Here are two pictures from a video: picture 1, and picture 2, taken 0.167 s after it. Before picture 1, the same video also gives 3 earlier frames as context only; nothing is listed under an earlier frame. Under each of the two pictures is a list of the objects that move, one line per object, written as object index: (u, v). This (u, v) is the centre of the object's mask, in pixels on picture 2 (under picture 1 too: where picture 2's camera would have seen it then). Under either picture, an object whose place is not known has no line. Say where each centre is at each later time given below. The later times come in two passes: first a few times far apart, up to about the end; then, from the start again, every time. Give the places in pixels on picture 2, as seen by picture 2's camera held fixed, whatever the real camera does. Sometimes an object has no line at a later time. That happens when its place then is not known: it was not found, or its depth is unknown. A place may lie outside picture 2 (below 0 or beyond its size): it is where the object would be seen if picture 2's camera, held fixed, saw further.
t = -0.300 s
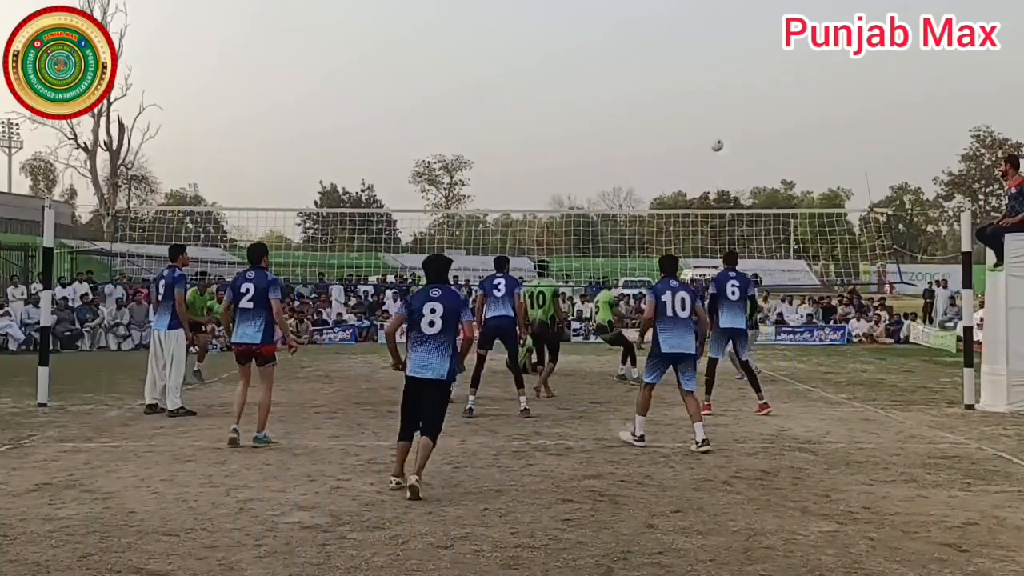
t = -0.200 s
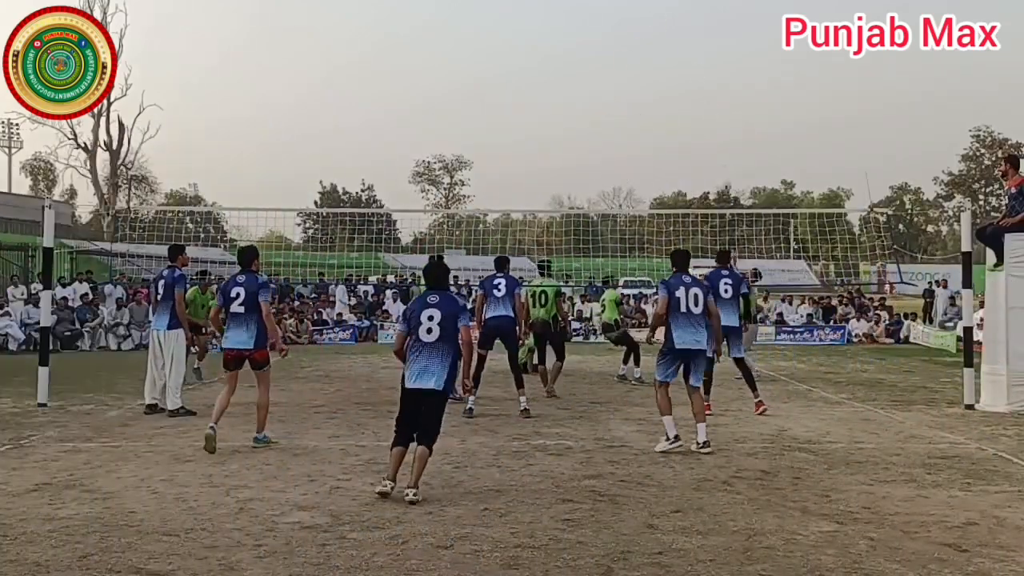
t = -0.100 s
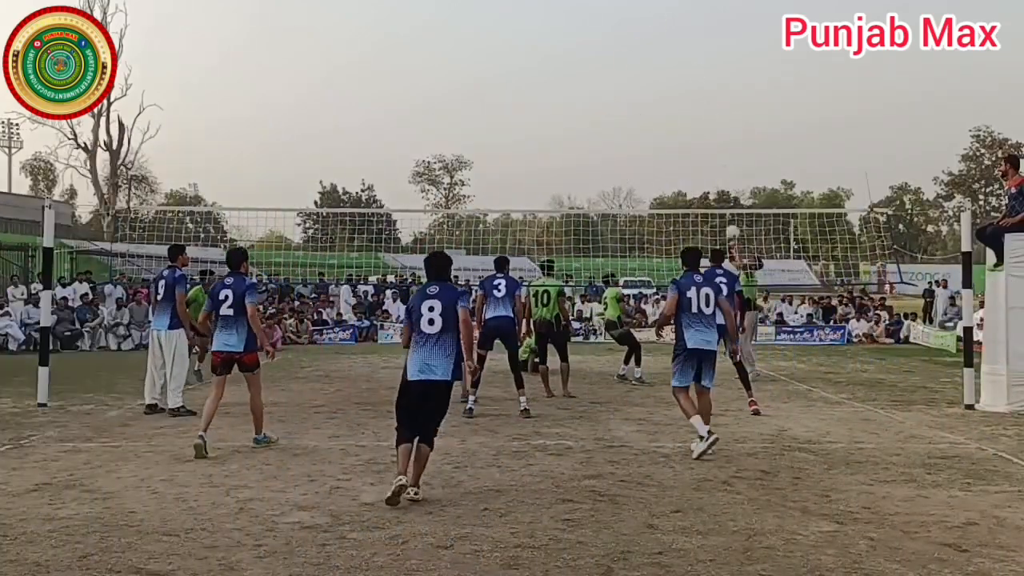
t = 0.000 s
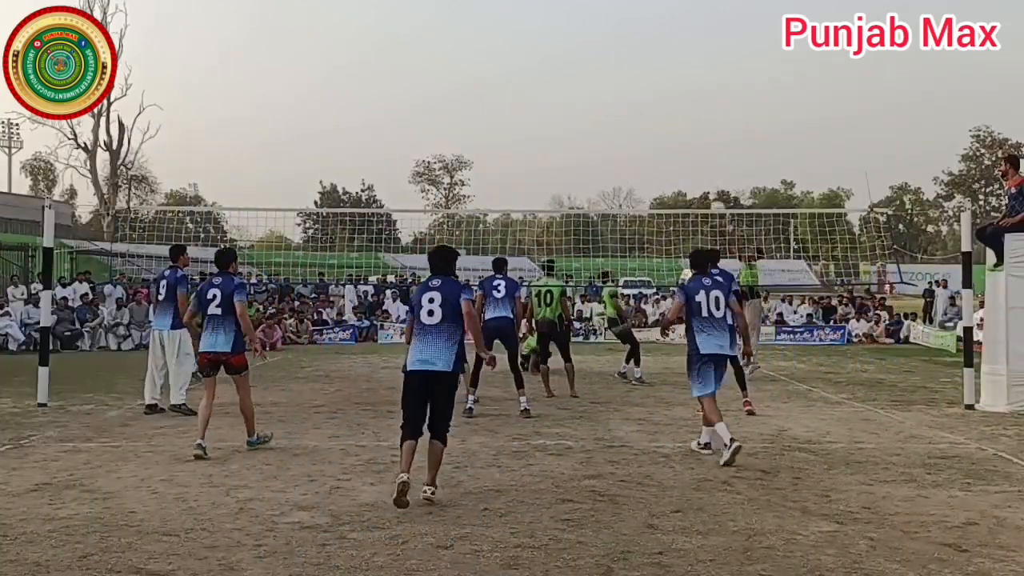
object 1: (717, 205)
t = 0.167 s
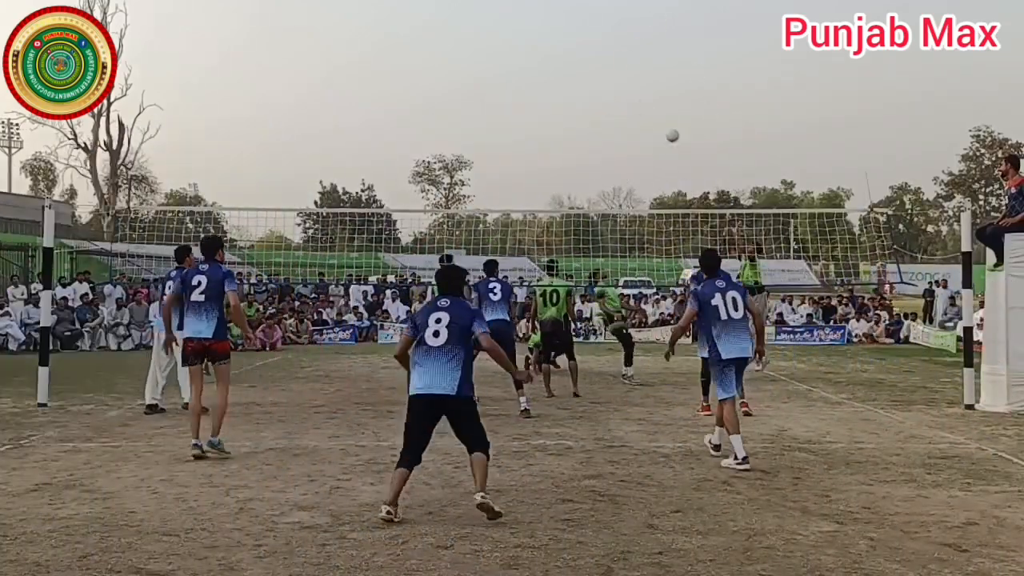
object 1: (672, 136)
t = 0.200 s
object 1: (663, 123)
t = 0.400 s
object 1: (611, 64)
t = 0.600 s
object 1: (559, 29)
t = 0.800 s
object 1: (506, 21)
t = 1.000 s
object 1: (453, 40)
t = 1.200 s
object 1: (399, 87)
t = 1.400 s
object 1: (346, 162)
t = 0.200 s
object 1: (663, 123)
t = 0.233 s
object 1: (655, 112)
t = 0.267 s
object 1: (646, 101)
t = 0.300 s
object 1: (637, 90)
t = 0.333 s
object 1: (629, 81)
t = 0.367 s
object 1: (620, 72)
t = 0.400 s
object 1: (611, 64)
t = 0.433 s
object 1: (602, 56)
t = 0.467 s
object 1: (594, 49)
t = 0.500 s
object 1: (585, 43)
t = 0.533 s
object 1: (576, 38)
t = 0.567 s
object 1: (568, 33)
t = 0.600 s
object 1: (559, 29)
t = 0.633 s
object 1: (550, 26)
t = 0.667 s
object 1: (542, 23)
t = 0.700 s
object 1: (532, 22)
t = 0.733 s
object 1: (524, 21)
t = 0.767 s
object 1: (515, 20)
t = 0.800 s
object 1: (506, 21)
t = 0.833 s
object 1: (497, 22)
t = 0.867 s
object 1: (489, 24)
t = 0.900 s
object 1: (480, 27)
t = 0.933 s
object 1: (471, 31)
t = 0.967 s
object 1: (462, 35)
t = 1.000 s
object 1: (453, 40)
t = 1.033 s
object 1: (444, 46)
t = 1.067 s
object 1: (435, 53)
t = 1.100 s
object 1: (427, 60)
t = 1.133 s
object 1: (417, 68)
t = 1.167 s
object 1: (408, 77)
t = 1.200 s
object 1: (399, 87)
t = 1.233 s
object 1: (391, 98)
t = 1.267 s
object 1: (382, 109)
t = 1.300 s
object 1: (373, 121)
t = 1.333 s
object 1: (364, 134)
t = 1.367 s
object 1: (355, 148)
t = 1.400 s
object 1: (346, 162)
